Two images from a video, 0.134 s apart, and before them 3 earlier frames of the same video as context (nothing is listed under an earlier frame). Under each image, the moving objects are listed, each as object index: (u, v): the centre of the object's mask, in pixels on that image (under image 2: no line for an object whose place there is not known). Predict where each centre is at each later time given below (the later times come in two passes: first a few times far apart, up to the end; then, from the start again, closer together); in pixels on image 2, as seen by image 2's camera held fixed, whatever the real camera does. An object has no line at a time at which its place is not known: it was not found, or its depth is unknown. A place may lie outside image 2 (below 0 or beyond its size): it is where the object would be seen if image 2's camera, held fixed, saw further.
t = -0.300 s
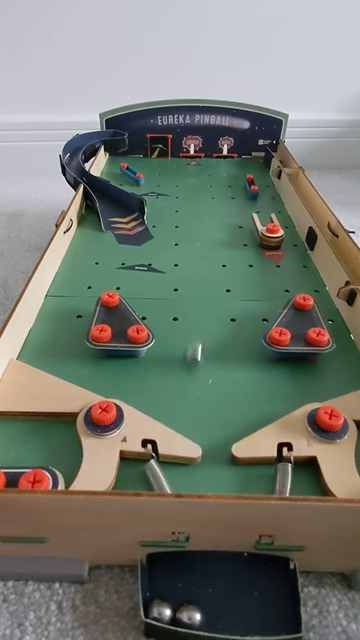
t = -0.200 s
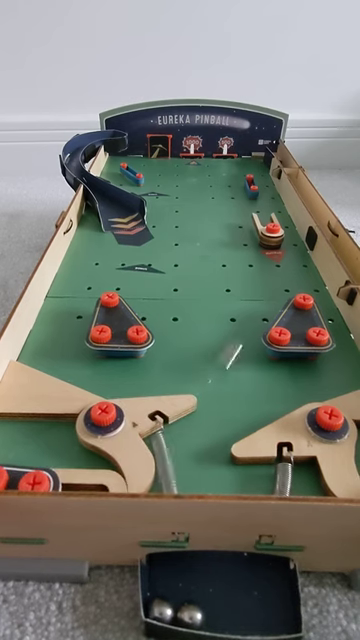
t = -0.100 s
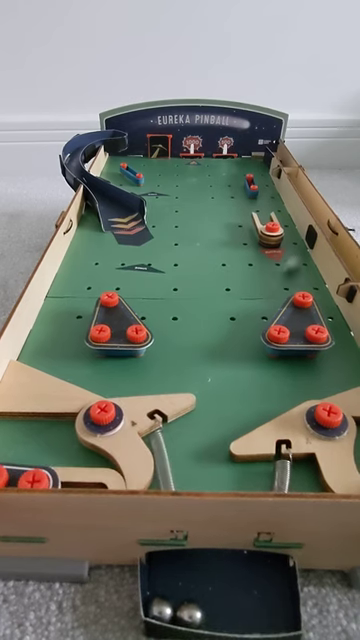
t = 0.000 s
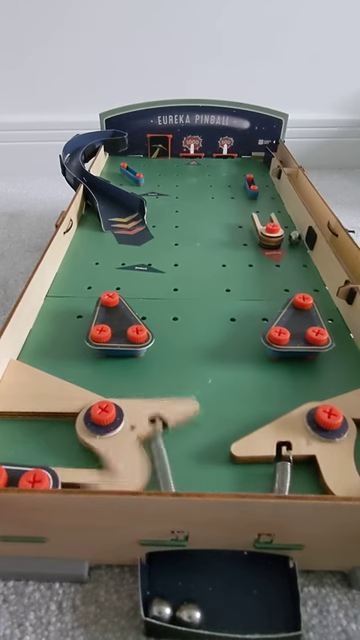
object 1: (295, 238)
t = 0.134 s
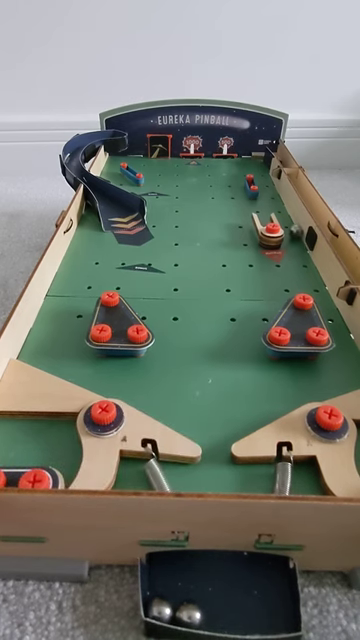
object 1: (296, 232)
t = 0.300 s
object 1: (297, 234)
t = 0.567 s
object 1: (290, 250)
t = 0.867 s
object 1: (270, 301)
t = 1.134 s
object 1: (186, 331)
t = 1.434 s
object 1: (85, 379)
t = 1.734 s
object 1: (55, 366)
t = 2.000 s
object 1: (61, 369)
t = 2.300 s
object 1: (101, 386)
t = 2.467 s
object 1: (138, 399)
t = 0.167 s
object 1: (296, 232)
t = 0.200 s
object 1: (296, 232)
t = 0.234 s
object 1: (296, 232)
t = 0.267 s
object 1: (296, 233)
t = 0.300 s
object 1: (297, 234)
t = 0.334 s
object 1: (298, 235)
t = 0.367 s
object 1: (298, 236)
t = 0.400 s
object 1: (297, 239)
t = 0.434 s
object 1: (295, 241)
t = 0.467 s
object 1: (294, 242)
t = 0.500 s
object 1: (292, 245)
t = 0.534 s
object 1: (292, 247)
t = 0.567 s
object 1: (290, 250)
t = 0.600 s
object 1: (290, 255)
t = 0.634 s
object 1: (289, 261)
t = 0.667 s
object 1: (288, 267)
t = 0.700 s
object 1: (288, 274)
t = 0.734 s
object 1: (288, 282)
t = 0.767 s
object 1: (288, 290)
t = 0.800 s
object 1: (287, 298)
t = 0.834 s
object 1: (279, 301)
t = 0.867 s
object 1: (270, 301)
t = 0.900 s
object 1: (259, 302)
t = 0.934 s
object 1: (249, 303)
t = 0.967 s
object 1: (239, 307)
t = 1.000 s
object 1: (228, 309)
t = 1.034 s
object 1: (218, 313)
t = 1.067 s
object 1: (207, 318)
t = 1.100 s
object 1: (197, 324)
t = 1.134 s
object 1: (186, 331)
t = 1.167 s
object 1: (174, 338)
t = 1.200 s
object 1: (158, 350)
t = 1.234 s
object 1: (147, 361)
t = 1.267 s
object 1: (133, 374)
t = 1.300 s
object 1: (117, 389)
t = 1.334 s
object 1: (107, 387)
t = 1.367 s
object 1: (98, 384)
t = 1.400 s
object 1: (91, 381)
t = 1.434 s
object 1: (85, 379)
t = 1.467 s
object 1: (79, 377)
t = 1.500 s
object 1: (74, 375)
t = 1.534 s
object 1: (70, 373)
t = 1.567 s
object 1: (66, 371)
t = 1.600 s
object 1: (63, 370)
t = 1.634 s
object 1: (60, 369)
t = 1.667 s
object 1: (58, 368)
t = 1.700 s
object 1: (56, 367)
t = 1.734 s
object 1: (55, 366)
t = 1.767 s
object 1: (54, 366)
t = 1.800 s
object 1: (54, 366)
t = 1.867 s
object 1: (54, 366)
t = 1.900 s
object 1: (55, 367)
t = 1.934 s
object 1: (56, 367)
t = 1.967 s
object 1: (58, 368)
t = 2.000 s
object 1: (61, 369)
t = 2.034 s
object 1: (63, 370)
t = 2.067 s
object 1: (66, 371)
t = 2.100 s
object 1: (70, 373)
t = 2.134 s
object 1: (74, 375)
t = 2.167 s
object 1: (78, 376)
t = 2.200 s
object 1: (83, 378)
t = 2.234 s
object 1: (89, 381)
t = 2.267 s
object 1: (95, 383)
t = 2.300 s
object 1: (101, 386)
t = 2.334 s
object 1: (107, 389)
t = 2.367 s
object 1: (114, 391)
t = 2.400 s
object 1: (123, 393)
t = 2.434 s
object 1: (131, 396)
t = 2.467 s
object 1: (138, 399)
